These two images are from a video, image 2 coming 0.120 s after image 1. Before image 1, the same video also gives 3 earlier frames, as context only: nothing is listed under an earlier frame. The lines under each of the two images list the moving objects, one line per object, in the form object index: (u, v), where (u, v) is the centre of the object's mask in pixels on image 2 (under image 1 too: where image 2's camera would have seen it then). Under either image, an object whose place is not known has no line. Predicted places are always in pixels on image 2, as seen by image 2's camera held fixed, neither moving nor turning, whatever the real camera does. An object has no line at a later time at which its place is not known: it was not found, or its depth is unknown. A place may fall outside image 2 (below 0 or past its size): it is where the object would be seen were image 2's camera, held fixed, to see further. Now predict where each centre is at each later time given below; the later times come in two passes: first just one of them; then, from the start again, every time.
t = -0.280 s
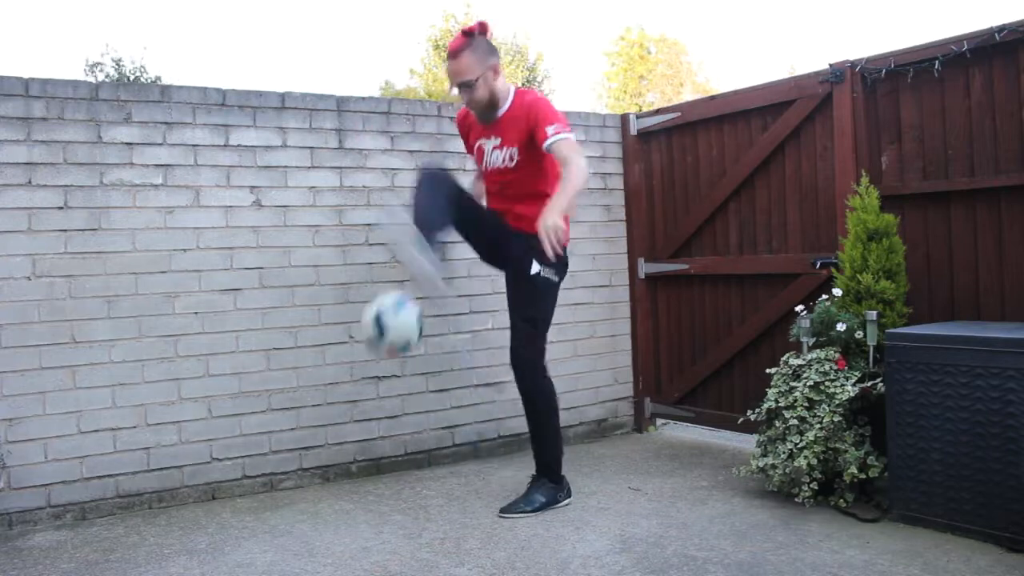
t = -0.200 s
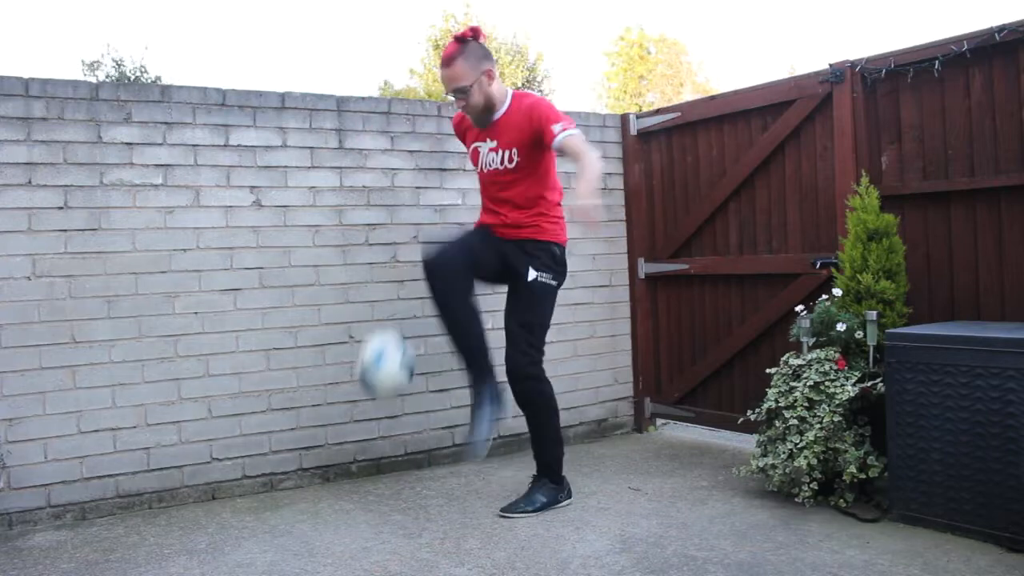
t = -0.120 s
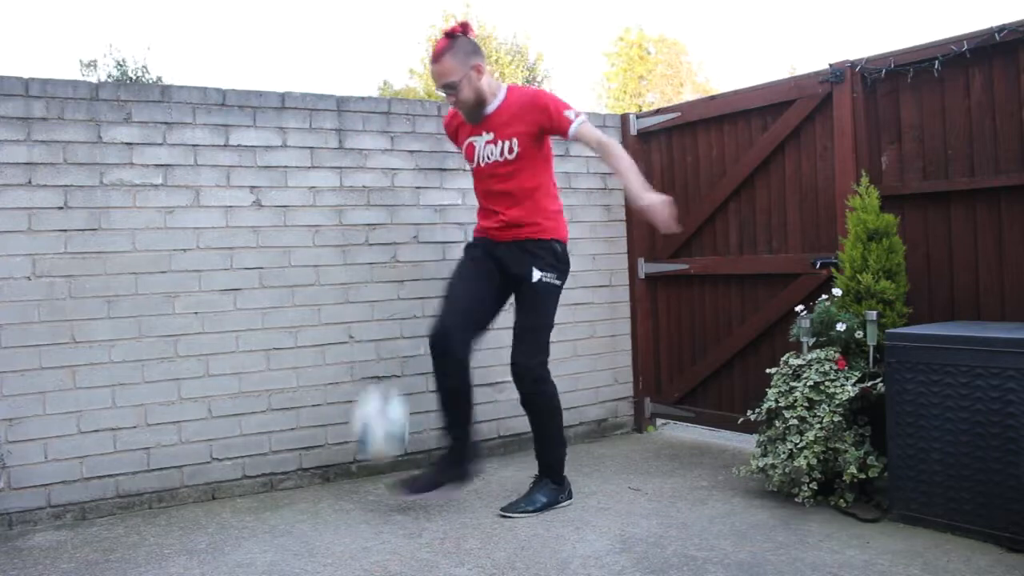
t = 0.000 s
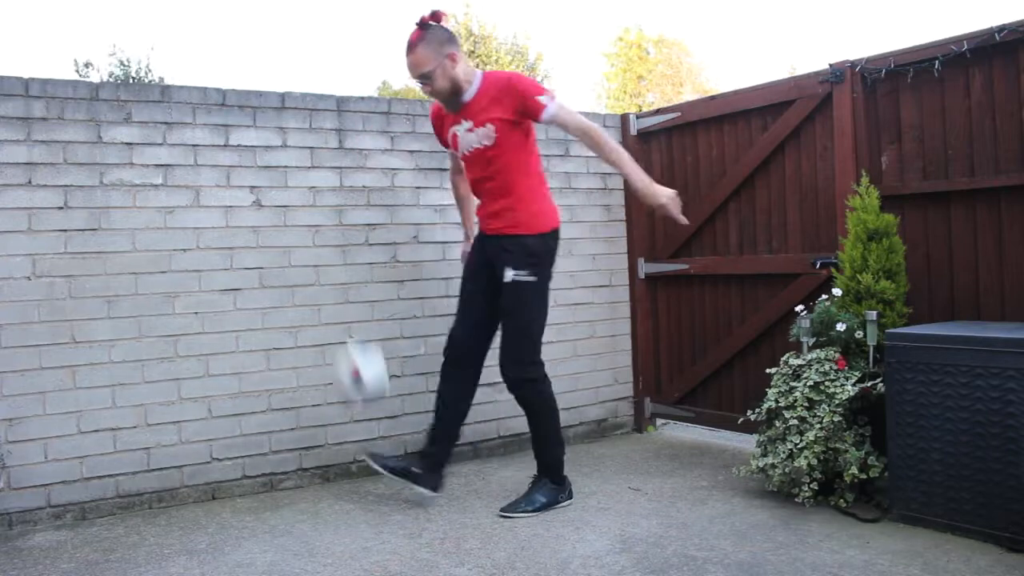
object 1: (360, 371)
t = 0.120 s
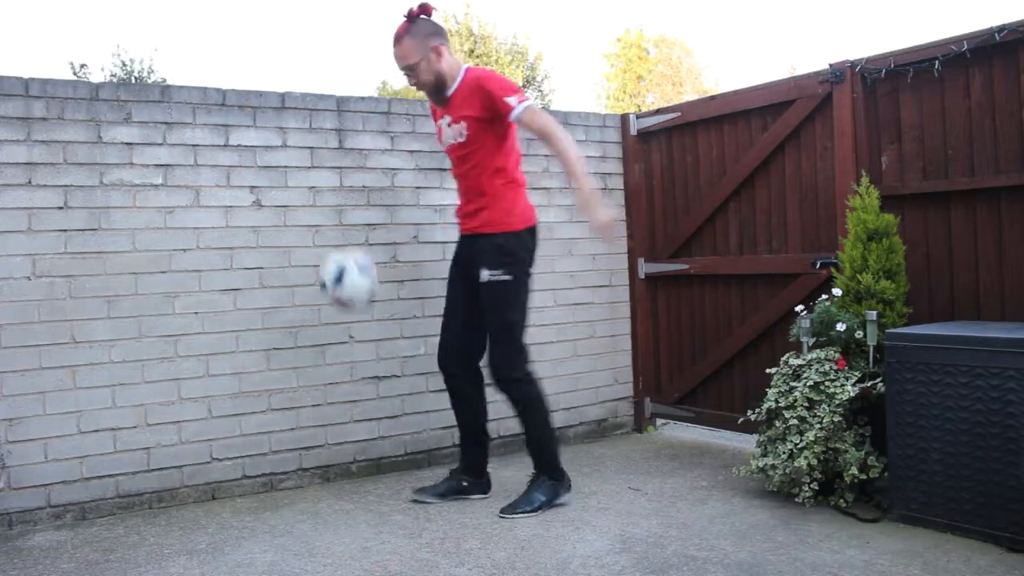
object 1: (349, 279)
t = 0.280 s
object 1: (337, 218)
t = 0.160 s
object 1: (345, 257)
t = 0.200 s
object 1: (342, 239)
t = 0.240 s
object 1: (339, 227)
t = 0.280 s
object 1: (337, 218)
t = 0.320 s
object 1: (334, 215)
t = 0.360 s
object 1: (333, 214)
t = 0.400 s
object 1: (331, 217)
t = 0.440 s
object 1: (331, 225)
